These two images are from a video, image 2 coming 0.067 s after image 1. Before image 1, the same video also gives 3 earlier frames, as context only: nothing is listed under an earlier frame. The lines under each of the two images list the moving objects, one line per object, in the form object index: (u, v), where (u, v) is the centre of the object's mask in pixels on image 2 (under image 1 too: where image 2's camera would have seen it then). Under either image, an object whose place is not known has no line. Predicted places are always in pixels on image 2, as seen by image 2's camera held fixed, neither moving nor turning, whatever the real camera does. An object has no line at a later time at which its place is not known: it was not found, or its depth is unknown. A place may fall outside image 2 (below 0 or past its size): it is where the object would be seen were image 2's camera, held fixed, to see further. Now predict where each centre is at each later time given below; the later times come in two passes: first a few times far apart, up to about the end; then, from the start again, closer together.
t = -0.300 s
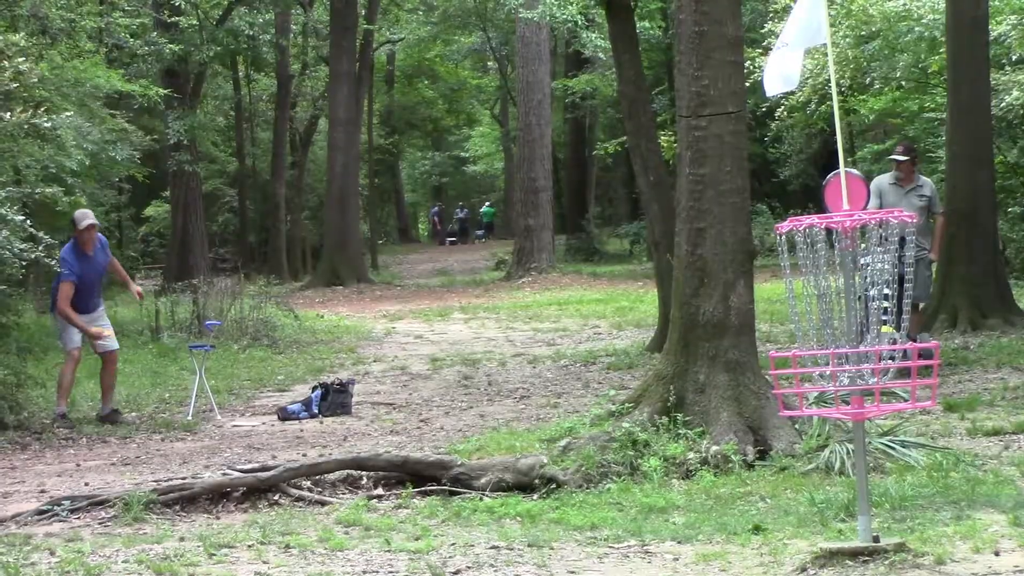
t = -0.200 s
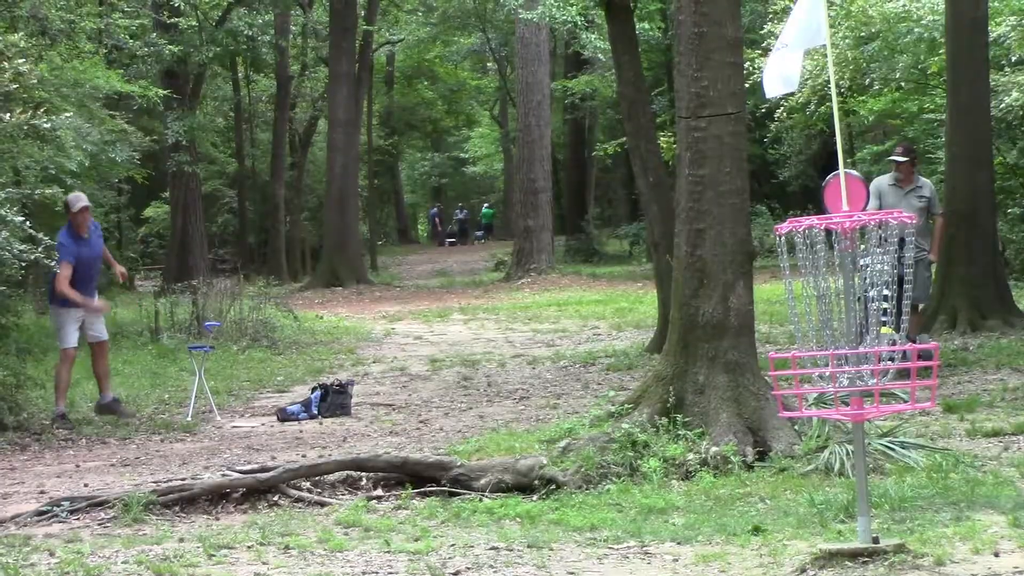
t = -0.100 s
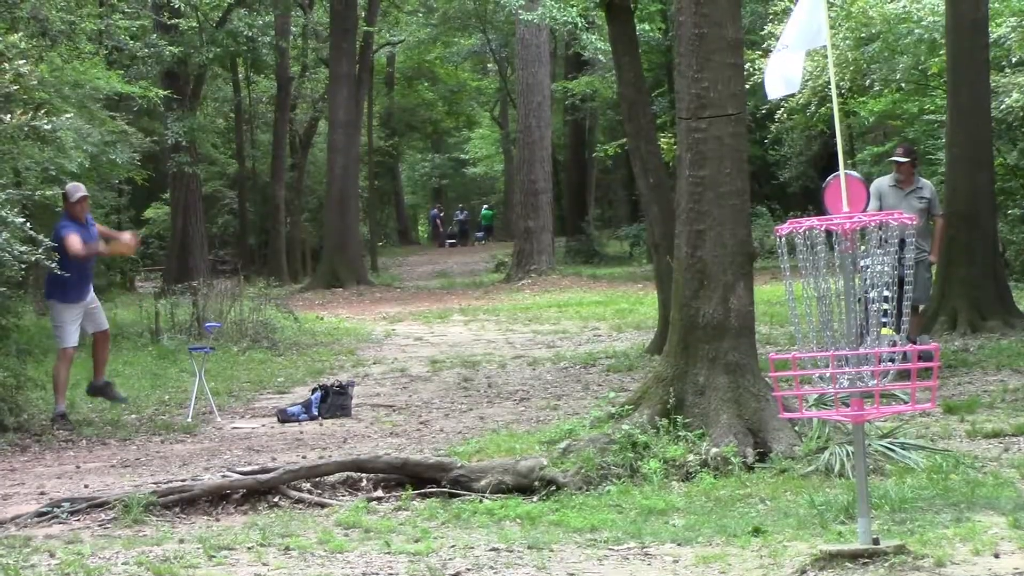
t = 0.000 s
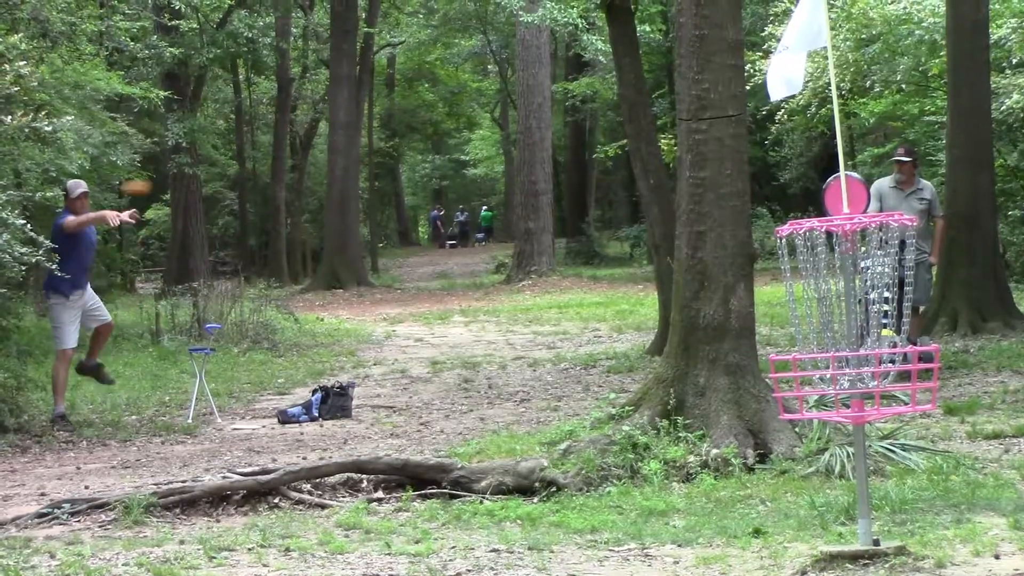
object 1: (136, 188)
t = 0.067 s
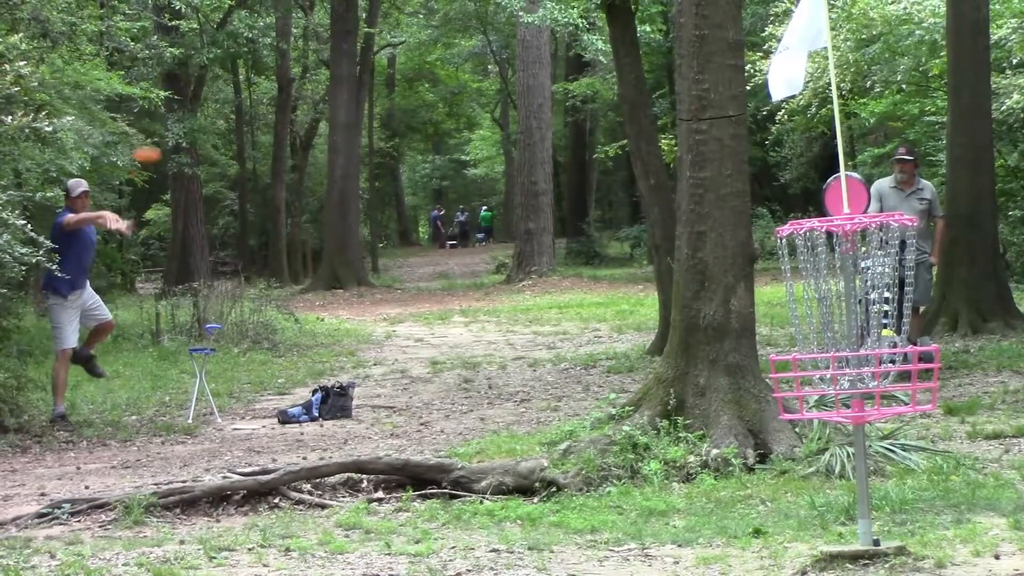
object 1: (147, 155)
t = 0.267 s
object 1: (180, 92)
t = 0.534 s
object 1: (235, 67)
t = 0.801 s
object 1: (304, 83)
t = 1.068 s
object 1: (399, 134)
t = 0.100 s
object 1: (151, 140)
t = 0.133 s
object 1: (157, 128)
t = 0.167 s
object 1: (162, 117)
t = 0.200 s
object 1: (168, 107)
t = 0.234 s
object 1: (175, 99)
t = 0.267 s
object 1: (180, 92)
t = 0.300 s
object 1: (186, 85)
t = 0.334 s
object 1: (191, 80)
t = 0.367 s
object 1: (199, 75)
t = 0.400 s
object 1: (206, 72)
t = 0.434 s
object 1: (213, 69)
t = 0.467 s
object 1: (219, 67)
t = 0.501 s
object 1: (227, 67)
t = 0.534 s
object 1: (235, 67)
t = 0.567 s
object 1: (242, 67)
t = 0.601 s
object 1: (250, 67)
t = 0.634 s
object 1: (259, 69)
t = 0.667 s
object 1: (266, 70)
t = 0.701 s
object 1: (275, 73)
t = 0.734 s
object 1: (284, 75)
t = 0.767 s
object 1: (293, 78)
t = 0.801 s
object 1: (304, 83)
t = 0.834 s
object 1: (314, 87)
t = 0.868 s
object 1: (325, 92)
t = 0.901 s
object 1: (336, 98)
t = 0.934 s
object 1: (347, 103)
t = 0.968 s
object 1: (360, 111)
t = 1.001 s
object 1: (373, 118)
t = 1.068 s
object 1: (399, 134)
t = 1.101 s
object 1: (414, 143)
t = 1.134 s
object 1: (429, 152)
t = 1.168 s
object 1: (446, 162)
